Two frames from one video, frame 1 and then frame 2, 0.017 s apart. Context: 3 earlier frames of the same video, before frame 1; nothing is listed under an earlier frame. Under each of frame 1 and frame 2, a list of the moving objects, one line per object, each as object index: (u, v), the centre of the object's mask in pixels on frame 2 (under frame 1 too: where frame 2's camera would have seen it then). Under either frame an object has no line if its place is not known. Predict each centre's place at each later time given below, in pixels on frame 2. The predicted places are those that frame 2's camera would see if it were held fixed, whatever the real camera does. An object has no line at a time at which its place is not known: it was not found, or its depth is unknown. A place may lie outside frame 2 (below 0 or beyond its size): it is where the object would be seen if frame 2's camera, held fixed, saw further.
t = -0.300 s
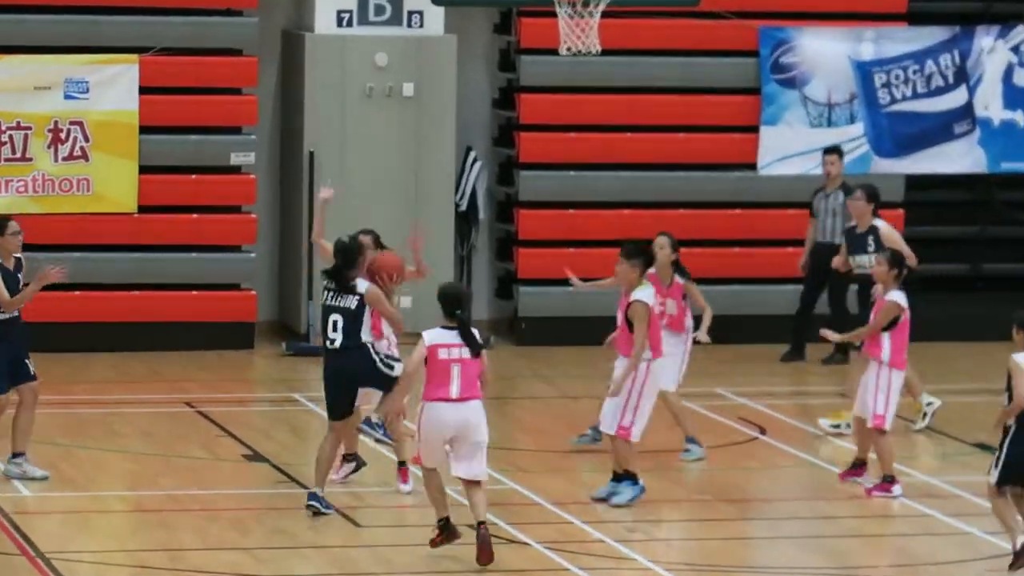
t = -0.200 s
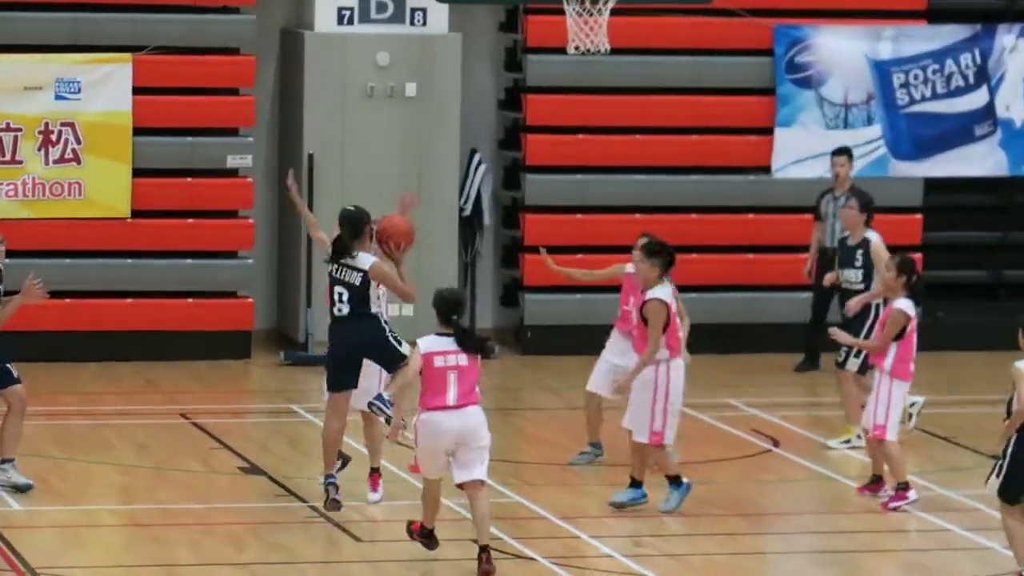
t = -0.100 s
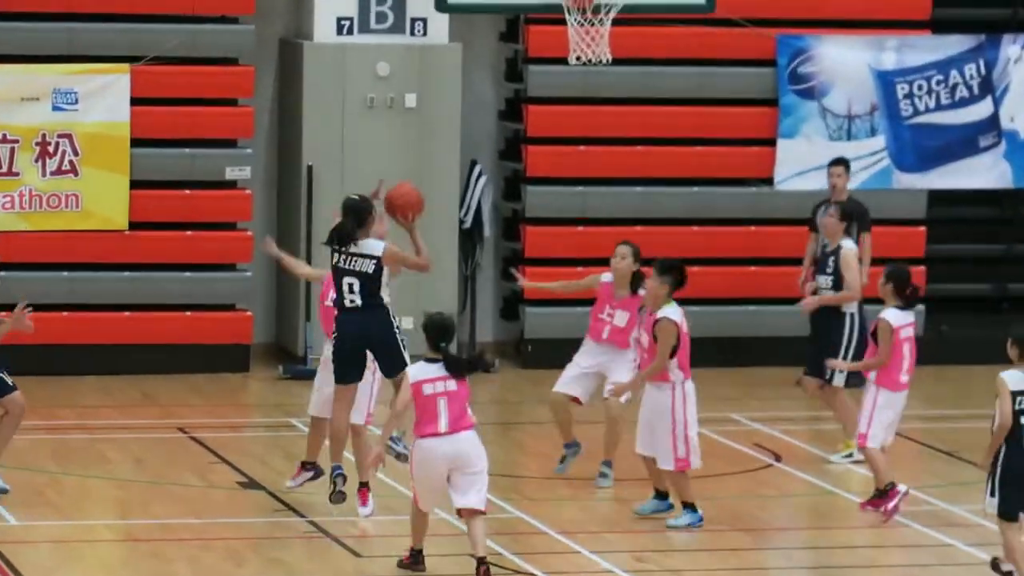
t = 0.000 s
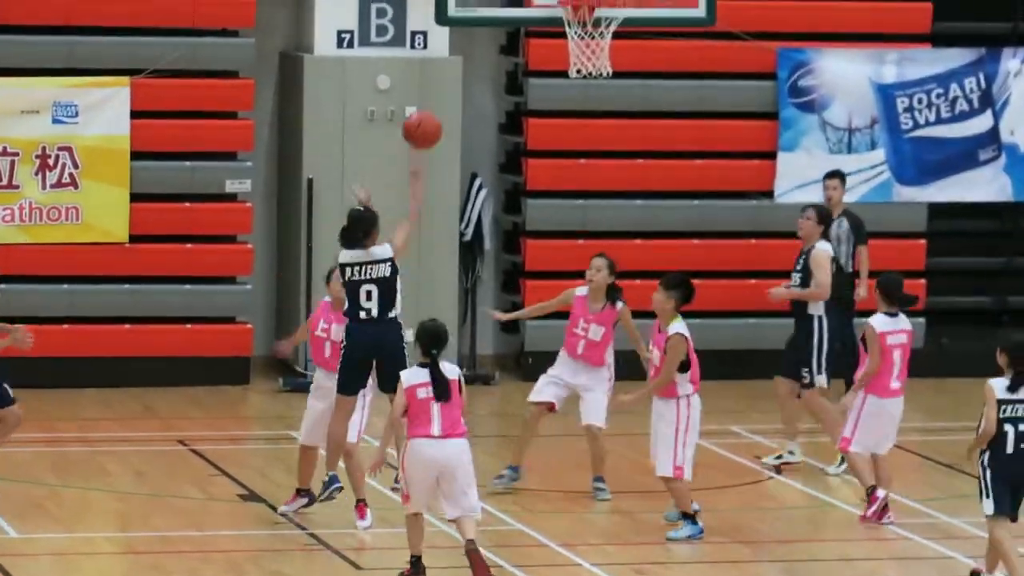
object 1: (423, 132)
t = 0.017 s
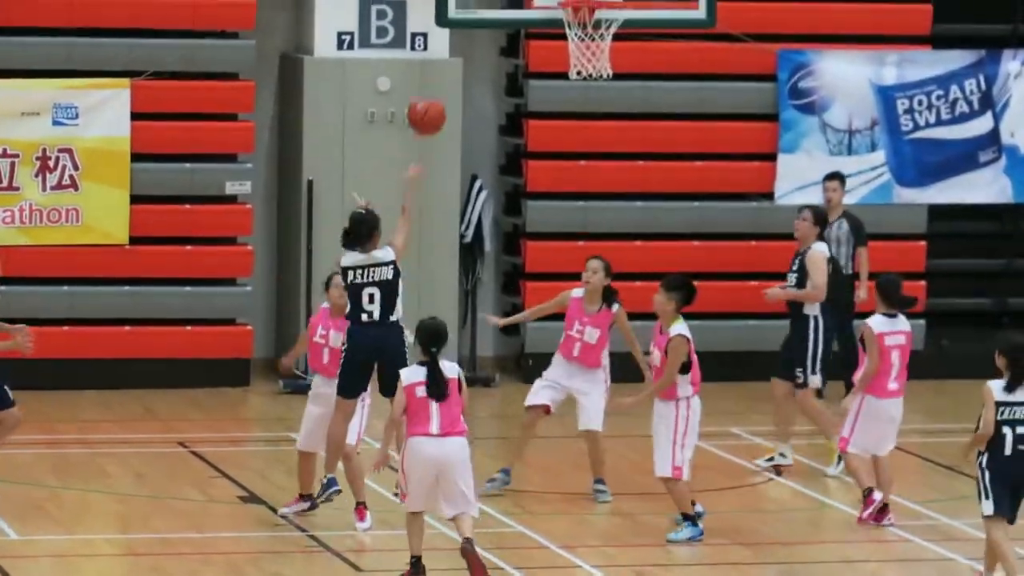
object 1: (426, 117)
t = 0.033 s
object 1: (430, 100)
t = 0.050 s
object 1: (434, 85)
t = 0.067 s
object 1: (438, 71)
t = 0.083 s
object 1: (442, 58)
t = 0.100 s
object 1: (446, 44)
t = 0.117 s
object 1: (449, 31)
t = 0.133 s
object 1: (453, 18)
